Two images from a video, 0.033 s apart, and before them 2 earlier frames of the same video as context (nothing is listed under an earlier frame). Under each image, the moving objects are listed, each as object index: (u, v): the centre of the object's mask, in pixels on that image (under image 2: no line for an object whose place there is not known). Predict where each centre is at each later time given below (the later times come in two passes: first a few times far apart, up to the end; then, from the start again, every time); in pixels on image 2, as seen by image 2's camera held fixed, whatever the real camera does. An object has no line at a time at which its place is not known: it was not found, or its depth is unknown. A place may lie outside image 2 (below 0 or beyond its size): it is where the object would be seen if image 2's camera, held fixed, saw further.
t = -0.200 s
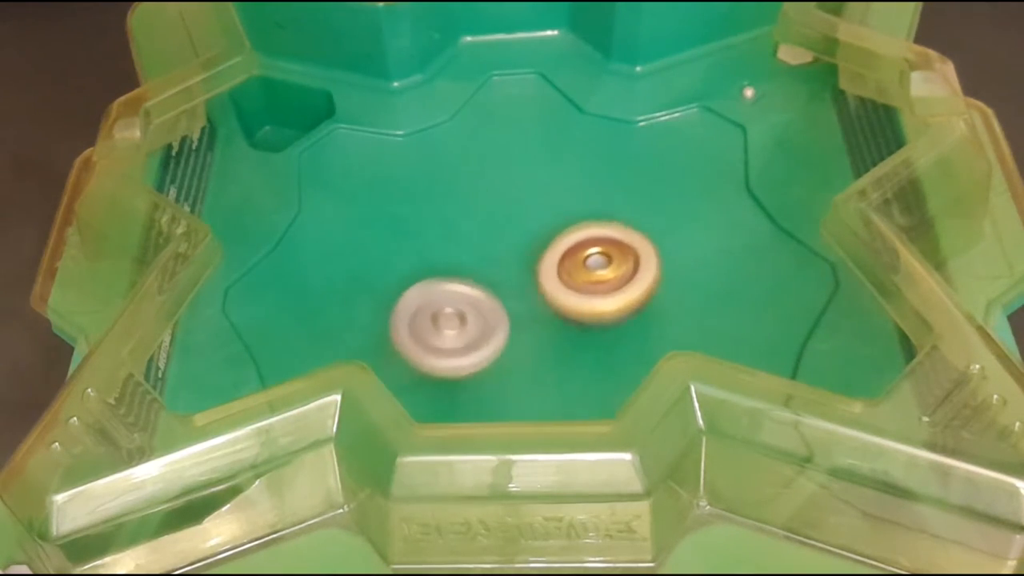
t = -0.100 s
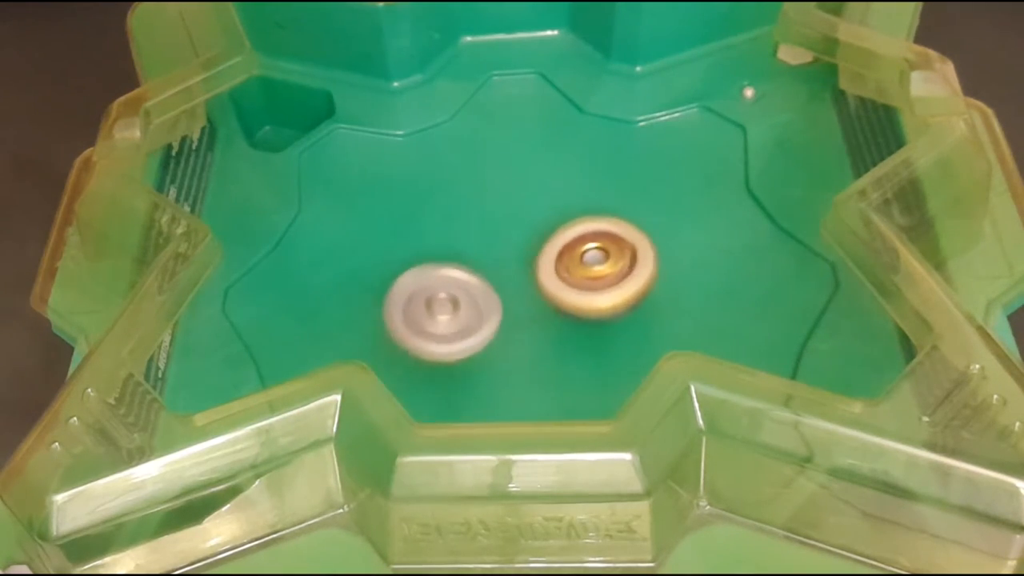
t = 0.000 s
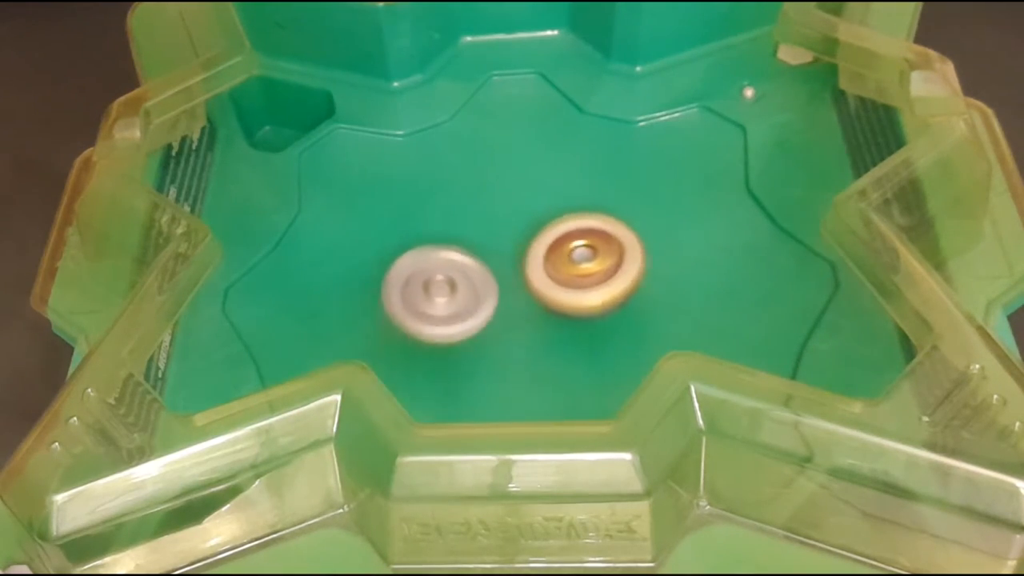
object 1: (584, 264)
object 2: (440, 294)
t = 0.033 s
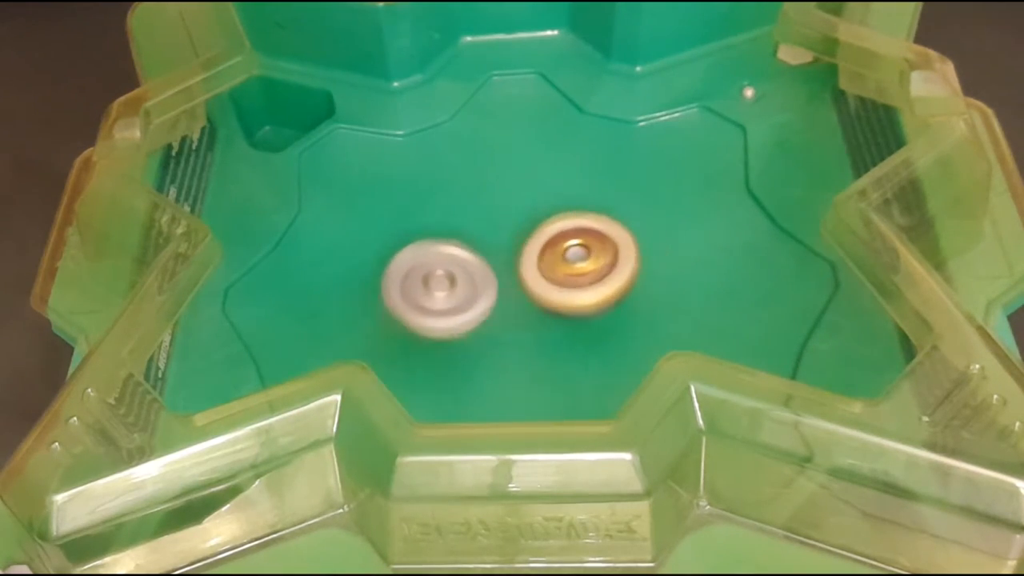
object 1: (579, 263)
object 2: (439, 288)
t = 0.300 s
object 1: (546, 251)
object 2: (426, 277)
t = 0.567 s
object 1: (530, 237)
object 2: (457, 337)
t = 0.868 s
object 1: (510, 196)
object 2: (614, 357)
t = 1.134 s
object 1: (493, 215)
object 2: (589, 287)
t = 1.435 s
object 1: (397, 229)
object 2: (693, 328)
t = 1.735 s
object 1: (402, 294)
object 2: (559, 310)
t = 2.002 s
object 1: (404, 327)
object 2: (644, 294)
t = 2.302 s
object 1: (502, 348)
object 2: (528, 250)
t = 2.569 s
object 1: (591, 329)
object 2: (449, 315)
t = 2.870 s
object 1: (644, 269)
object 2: (488, 341)
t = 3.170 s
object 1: (598, 220)
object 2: (464, 266)
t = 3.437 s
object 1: (516, 217)
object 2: (435, 307)
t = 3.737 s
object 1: (484, 244)
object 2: (535, 382)
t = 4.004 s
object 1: (461, 294)
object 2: (623, 292)
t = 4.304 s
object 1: (499, 326)
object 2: (636, 197)
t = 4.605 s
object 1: (570, 352)
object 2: (498, 215)
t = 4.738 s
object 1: (591, 356)
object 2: (427, 194)
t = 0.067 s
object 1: (573, 262)
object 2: (439, 282)
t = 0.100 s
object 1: (566, 261)
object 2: (440, 277)
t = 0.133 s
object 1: (561, 259)
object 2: (437, 273)
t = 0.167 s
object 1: (559, 256)
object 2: (430, 272)
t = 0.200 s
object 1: (556, 253)
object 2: (426, 272)
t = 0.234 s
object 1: (553, 252)
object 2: (423, 273)
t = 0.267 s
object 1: (550, 251)
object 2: (422, 274)
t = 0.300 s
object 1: (546, 251)
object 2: (426, 277)
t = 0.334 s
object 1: (545, 250)
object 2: (423, 281)
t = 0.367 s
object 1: (544, 249)
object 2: (419, 287)
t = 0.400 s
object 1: (542, 248)
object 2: (420, 294)
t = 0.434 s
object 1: (539, 248)
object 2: (423, 301)
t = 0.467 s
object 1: (534, 248)
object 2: (431, 306)
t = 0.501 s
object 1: (531, 245)
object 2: (437, 315)
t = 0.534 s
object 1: (531, 240)
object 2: (444, 326)
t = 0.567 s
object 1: (530, 237)
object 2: (457, 337)
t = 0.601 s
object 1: (528, 234)
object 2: (475, 344)
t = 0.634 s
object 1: (525, 234)
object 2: (496, 346)
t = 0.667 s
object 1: (523, 233)
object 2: (516, 342)
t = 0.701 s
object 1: (520, 233)
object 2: (534, 333)
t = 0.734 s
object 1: (516, 227)
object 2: (550, 336)
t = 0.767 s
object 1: (513, 214)
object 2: (565, 348)
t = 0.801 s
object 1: (511, 205)
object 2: (581, 355)
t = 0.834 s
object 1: (511, 199)
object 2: (597, 358)
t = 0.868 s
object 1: (510, 196)
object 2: (614, 357)
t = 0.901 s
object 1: (510, 194)
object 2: (637, 356)
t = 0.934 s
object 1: (508, 194)
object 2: (646, 339)
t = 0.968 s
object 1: (506, 195)
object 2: (655, 329)
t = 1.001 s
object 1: (503, 197)
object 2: (656, 317)
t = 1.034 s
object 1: (501, 200)
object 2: (647, 307)
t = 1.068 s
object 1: (498, 204)
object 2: (630, 298)
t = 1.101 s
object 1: (495, 209)
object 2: (611, 291)
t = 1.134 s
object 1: (493, 215)
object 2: (589, 287)
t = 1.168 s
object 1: (486, 219)
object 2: (575, 291)
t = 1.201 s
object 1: (464, 216)
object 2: (591, 309)
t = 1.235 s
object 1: (447, 214)
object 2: (602, 322)
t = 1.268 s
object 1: (436, 214)
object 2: (615, 330)
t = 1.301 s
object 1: (427, 215)
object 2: (630, 336)
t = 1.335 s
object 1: (418, 218)
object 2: (644, 337)
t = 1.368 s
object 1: (410, 221)
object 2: (664, 338)
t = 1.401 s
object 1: (403, 225)
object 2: (682, 334)
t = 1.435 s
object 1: (397, 229)
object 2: (693, 328)
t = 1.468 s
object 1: (392, 235)
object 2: (696, 324)
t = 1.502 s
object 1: (388, 241)
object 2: (693, 320)
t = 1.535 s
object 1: (386, 247)
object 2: (684, 314)
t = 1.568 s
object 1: (386, 254)
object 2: (670, 310)
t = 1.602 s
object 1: (386, 262)
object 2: (651, 307)
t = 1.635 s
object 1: (388, 270)
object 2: (629, 306)
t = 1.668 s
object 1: (391, 278)
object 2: (606, 306)
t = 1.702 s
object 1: (396, 286)
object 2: (583, 308)
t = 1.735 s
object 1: (402, 294)
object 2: (559, 310)
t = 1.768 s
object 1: (409, 303)
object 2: (538, 314)
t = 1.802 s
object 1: (401, 308)
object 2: (543, 320)
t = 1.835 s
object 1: (387, 311)
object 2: (566, 324)
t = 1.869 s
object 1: (383, 313)
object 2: (587, 324)
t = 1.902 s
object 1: (386, 315)
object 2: (605, 321)
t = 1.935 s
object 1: (391, 319)
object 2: (622, 314)
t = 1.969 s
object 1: (397, 323)
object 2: (635, 305)
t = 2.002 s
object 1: (404, 327)
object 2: (644, 294)
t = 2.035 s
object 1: (411, 331)
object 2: (645, 282)
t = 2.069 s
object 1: (420, 334)
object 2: (642, 270)
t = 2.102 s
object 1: (431, 336)
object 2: (630, 261)
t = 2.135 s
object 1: (442, 339)
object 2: (615, 254)
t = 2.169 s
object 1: (455, 340)
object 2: (597, 252)
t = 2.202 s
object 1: (468, 340)
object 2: (577, 253)
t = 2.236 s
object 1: (481, 340)
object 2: (558, 257)
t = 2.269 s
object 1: (492, 345)
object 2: (544, 253)
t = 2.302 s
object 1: (502, 348)
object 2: (528, 250)
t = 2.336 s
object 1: (512, 348)
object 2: (510, 250)
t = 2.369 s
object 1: (523, 348)
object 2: (493, 253)
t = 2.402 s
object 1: (535, 347)
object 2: (477, 260)
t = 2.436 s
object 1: (546, 345)
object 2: (465, 270)
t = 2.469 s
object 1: (556, 342)
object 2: (456, 281)
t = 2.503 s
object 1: (566, 338)
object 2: (453, 293)
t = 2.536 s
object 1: (576, 334)
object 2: (454, 306)
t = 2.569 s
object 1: (591, 329)
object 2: (449, 315)
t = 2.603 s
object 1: (604, 325)
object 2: (444, 322)
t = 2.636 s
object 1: (614, 321)
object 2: (442, 330)
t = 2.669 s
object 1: (622, 314)
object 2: (441, 337)
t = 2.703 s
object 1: (629, 307)
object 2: (444, 343)
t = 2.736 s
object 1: (635, 299)
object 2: (452, 346)
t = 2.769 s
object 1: (639, 292)
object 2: (459, 348)
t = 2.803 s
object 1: (642, 284)
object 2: (467, 348)
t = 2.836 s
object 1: (644, 276)
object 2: (477, 345)
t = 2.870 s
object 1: (644, 269)
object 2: (488, 341)
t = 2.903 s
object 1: (642, 263)
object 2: (499, 332)
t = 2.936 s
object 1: (639, 256)
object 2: (508, 321)
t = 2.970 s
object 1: (634, 249)
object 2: (515, 308)
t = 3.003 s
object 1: (628, 243)
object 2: (518, 295)
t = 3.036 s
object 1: (625, 237)
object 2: (513, 285)
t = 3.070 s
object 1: (621, 231)
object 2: (502, 278)
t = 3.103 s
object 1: (615, 227)
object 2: (491, 272)
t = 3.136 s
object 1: (608, 223)
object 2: (477, 269)
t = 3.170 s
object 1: (598, 220)
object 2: (464, 266)
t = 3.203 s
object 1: (589, 218)
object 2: (452, 267)
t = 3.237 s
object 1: (579, 216)
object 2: (441, 270)
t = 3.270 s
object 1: (568, 215)
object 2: (436, 273)
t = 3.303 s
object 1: (558, 214)
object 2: (431, 278)
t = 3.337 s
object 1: (546, 216)
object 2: (430, 282)
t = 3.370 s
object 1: (535, 218)
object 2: (432, 288)
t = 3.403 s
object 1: (523, 220)
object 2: (437, 293)
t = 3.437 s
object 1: (516, 217)
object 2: (435, 307)
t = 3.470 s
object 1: (514, 211)
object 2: (431, 324)
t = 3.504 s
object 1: (512, 210)
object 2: (433, 340)
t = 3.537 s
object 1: (509, 212)
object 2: (439, 354)
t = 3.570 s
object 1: (504, 216)
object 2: (449, 367)
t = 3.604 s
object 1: (499, 220)
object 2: (460, 375)
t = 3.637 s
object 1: (495, 225)
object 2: (477, 381)
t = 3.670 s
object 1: (491, 232)
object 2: (495, 383)
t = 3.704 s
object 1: (487, 238)
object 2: (515, 384)
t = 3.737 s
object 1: (484, 244)
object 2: (535, 382)
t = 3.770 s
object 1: (481, 252)
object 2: (552, 377)
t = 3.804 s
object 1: (477, 259)
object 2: (566, 369)
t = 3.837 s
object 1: (476, 265)
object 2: (578, 357)
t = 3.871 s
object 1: (476, 273)
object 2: (586, 343)
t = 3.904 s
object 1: (475, 280)
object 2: (591, 328)
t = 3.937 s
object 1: (477, 287)
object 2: (592, 314)
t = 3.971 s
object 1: (470, 292)
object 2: (607, 302)
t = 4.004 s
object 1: (461, 294)
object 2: (623, 292)
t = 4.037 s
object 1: (460, 296)
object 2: (634, 283)
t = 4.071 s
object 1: (461, 300)
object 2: (647, 270)
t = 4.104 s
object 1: (463, 304)
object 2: (655, 258)
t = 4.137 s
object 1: (468, 308)
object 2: (662, 246)
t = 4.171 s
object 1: (472, 313)
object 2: (666, 233)
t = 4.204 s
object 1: (477, 316)
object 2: (666, 221)
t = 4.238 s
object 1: (484, 320)
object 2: (661, 210)
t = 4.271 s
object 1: (491, 323)
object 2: (651, 202)
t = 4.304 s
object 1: (499, 326)
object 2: (636, 197)
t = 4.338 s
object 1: (507, 328)
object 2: (620, 196)
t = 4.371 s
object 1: (514, 329)
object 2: (603, 198)
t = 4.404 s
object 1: (523, 329)
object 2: (587, 202)
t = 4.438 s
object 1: (530, 329)
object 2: (570, 209)
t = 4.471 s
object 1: (537, 328)
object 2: (555, 216)
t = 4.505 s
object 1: (545, 327)
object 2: (540, 225)
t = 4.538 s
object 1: (550, 327)
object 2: (525, 233)
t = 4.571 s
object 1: (561, 339)
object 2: (511, 224)
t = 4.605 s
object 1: (570, 352)
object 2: (498, 215)
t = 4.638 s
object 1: (576, 357)
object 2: (485, 211)
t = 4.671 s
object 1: (581, 359)
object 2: (470, 207)
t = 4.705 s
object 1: (584, 359)
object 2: (456, 201)
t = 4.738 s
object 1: (591, 356)
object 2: (427, 194)
